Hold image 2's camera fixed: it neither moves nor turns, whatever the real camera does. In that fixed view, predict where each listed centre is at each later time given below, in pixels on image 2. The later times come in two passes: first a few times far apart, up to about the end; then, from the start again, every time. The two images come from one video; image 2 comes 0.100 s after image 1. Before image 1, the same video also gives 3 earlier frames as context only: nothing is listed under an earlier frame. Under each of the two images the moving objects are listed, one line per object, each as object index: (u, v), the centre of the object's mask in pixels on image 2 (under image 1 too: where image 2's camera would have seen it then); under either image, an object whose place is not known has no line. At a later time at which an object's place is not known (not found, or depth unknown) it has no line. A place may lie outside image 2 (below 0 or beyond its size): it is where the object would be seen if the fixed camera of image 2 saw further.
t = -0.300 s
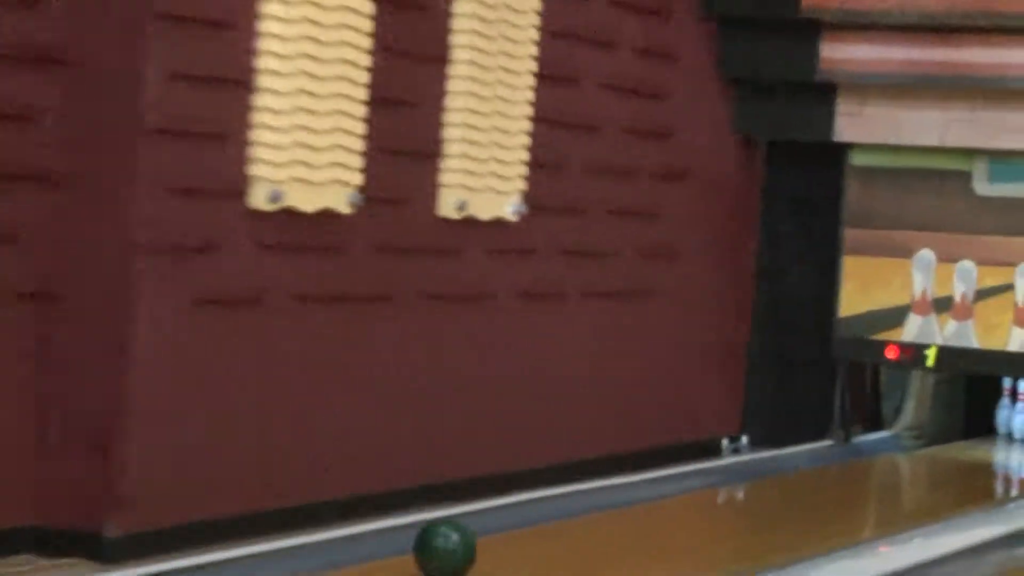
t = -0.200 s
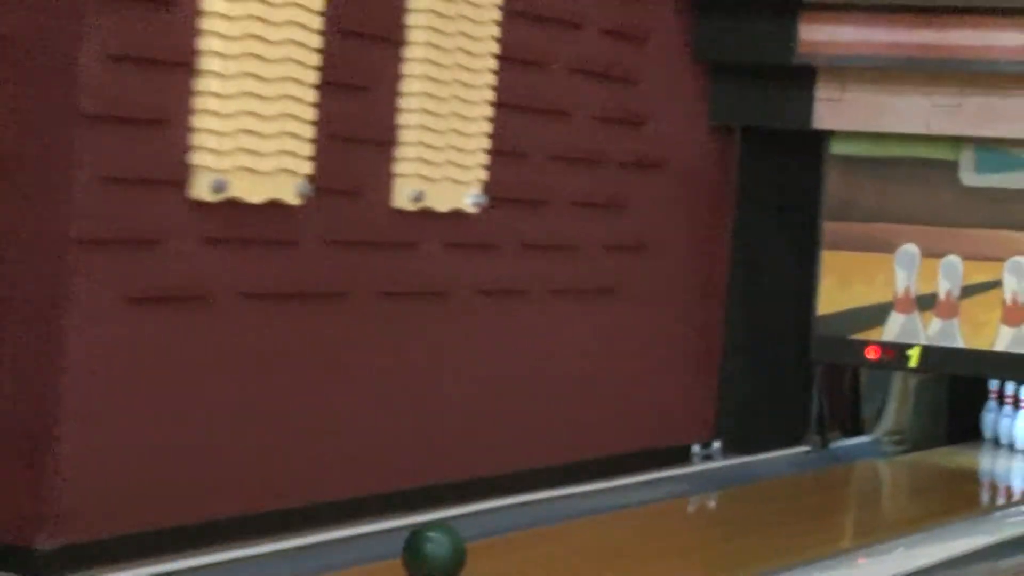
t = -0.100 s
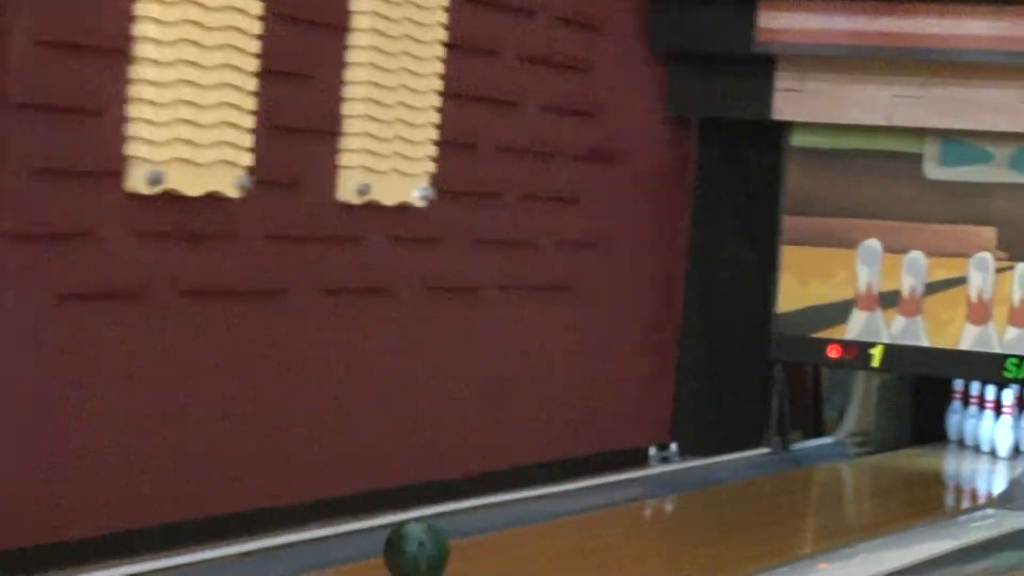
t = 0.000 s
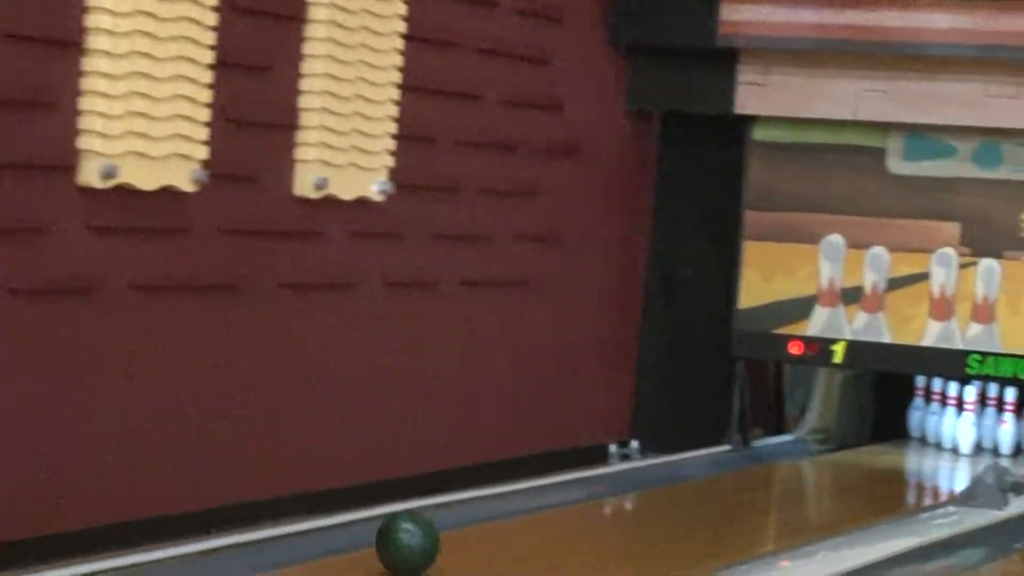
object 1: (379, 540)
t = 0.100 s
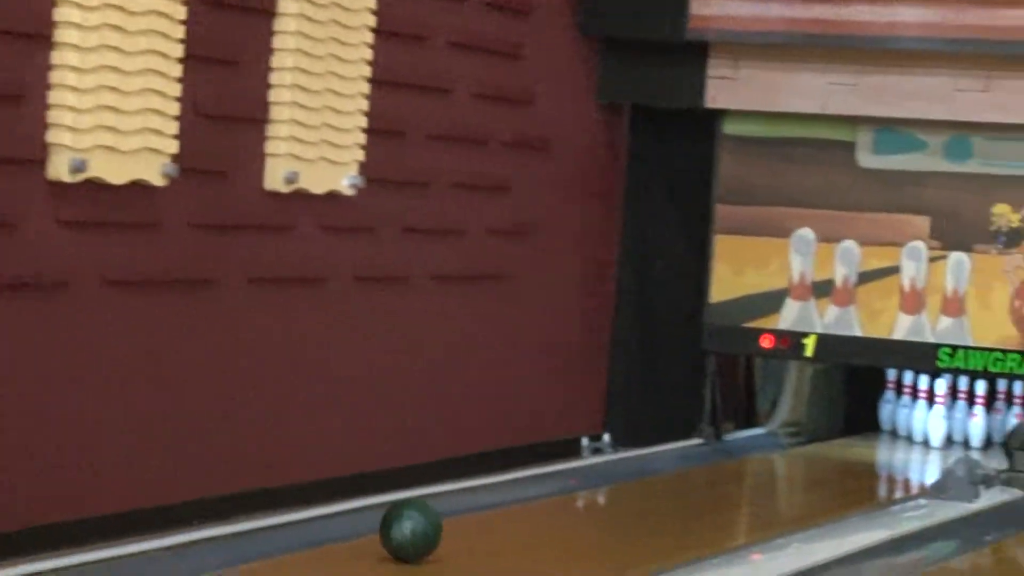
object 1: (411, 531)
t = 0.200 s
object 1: (441, 522)
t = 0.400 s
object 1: (496, 507)
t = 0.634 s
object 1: (554, 492)
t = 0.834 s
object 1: (597, 482)
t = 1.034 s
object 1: (637, 472)
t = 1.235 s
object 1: (675, 465)
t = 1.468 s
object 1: (715, 455)
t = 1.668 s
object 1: (748, 449)
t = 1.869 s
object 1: (777, 444)
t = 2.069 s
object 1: (805, 437)
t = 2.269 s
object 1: (834, 432)
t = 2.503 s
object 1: (863, 425)
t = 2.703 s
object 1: (885, 420)
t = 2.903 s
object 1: (893, 417)
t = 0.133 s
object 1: (422, 528)
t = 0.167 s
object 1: (432, 525)
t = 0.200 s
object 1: (441, 522)
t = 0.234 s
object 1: (451, 520)
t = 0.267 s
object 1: (460, 517)
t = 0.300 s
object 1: (470, 514)
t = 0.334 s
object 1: (479, 513)
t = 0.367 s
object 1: (488, 510)
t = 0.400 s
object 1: (496, 507)
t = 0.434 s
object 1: (505, 505)
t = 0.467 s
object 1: (514, 502)
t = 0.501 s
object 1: (522, 501)
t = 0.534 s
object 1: (531, 499)
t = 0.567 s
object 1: (539, 496)
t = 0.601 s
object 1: (546, 495)
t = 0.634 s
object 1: (554, 492)
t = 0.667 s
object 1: (562, 490)
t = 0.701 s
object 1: (568, 488)
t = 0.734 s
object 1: (576, 485)
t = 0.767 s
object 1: (582, 484)
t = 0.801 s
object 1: (589, 483)
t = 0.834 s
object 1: (597, 482)
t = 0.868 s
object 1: (604, 480)
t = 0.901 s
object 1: (611, 478)
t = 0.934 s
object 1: (617, 477)
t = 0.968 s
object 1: (624, 475)
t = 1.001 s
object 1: (631, 473)
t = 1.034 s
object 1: (637, 472)
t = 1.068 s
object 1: (644, 471)
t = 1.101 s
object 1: (650, 470)
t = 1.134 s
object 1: (656, 469)
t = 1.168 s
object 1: (663, 467)
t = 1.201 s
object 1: (668, 466)
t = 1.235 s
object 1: (675, 465)
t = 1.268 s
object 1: (681, 464)
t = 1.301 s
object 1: (685, 462)
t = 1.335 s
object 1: (691, 461)
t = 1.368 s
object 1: (698, 460)
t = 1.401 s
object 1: (704, 459)
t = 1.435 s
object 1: (709, 456)
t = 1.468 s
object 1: (715, 455)
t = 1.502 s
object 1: (721, 455)
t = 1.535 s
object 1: (726, 453)
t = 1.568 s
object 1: (731, 451)
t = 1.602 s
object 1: (737, 451)
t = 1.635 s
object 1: (742, 450)
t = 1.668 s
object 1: (748, 449)
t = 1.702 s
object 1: (753, 448)
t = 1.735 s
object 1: (758, 447)
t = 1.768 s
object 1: (763, 446)
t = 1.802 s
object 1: (768, 445)
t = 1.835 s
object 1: (772, 444)
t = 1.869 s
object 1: (777, 444)
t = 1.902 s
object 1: (782, 442)
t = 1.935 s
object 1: (786, 441)
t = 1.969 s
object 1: (792, 440)
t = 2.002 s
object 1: (796, 439)
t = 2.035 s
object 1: (801, 438)
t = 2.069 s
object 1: (805, 437)
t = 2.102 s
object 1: (810, 436)
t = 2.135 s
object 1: (814, 436)
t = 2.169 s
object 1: (819, 435)
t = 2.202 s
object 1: (824, 434)
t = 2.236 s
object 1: (828, 432)
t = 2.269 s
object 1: (834, 432)
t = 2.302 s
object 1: (839, 431)
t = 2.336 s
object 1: (842, 430)
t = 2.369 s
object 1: (847, 429)
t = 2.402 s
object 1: (851, 428)
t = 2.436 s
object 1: (856, 426)
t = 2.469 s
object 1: (860, 426)
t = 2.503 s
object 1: (863, 425)
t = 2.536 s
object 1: (866, 424)
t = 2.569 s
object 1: (870, 424)
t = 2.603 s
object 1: (874, 422)
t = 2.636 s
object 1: (878, 422)
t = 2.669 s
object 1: (882, 421)
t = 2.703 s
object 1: (885, 420)
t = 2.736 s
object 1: (887, 420)
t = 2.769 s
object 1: (890, 419)
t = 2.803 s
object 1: (891, 419)
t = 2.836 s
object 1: (893, 418)
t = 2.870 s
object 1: (894, 417)
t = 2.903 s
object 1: (893, 417)
